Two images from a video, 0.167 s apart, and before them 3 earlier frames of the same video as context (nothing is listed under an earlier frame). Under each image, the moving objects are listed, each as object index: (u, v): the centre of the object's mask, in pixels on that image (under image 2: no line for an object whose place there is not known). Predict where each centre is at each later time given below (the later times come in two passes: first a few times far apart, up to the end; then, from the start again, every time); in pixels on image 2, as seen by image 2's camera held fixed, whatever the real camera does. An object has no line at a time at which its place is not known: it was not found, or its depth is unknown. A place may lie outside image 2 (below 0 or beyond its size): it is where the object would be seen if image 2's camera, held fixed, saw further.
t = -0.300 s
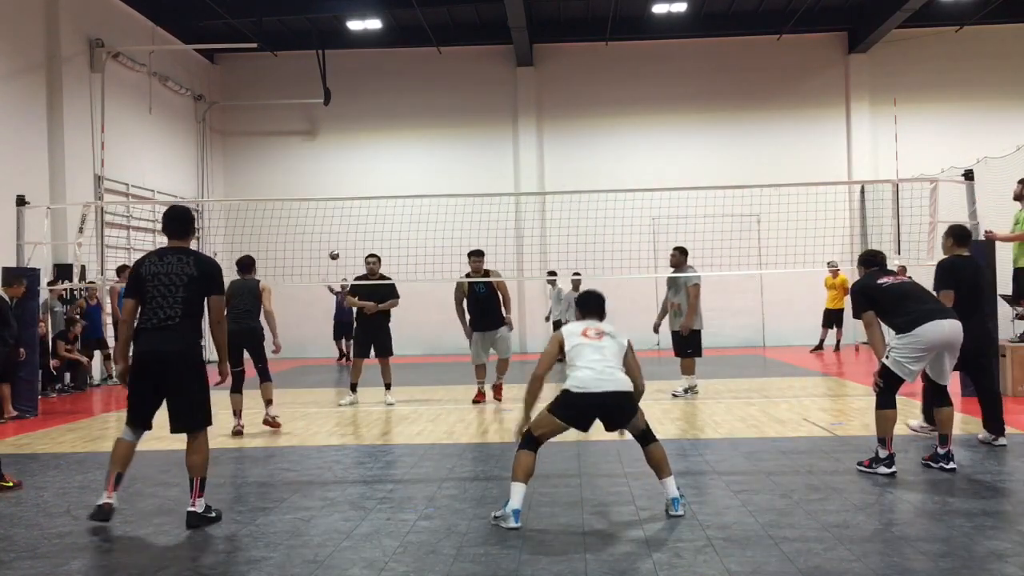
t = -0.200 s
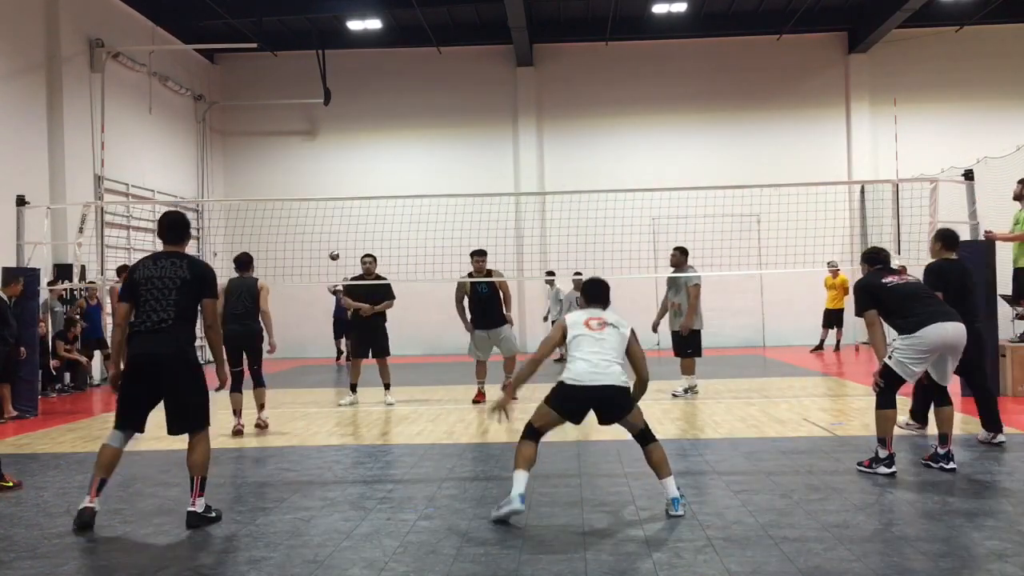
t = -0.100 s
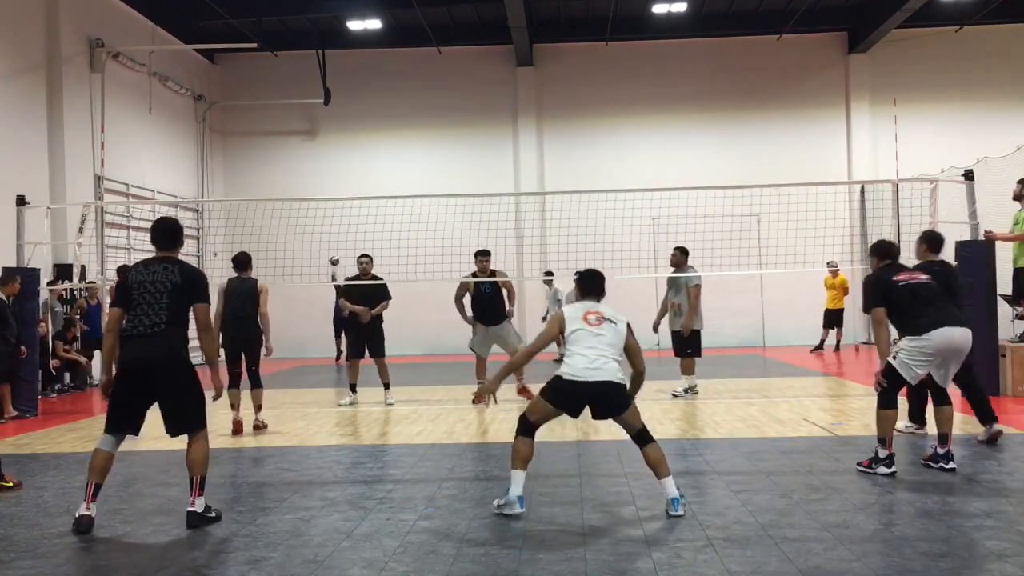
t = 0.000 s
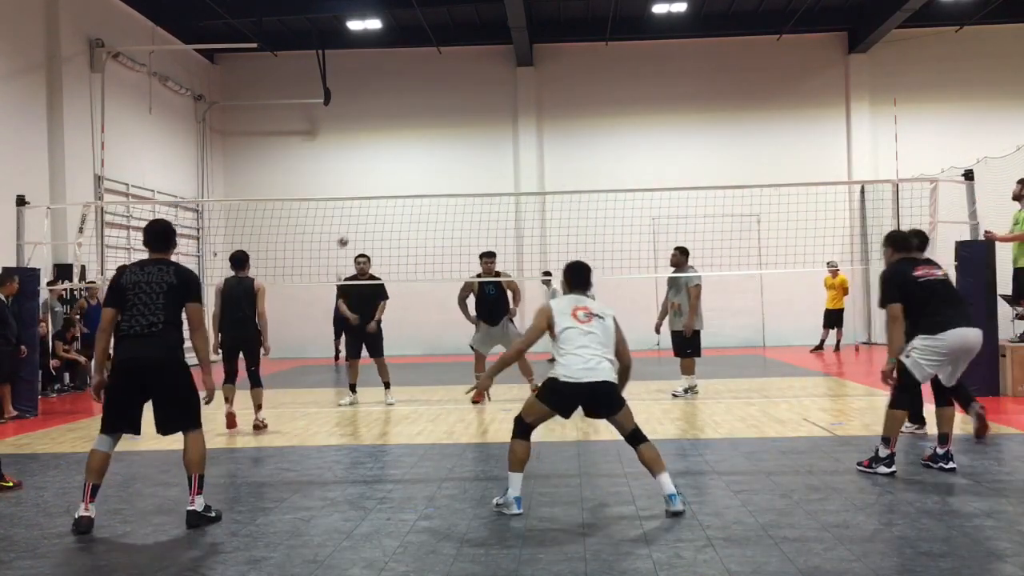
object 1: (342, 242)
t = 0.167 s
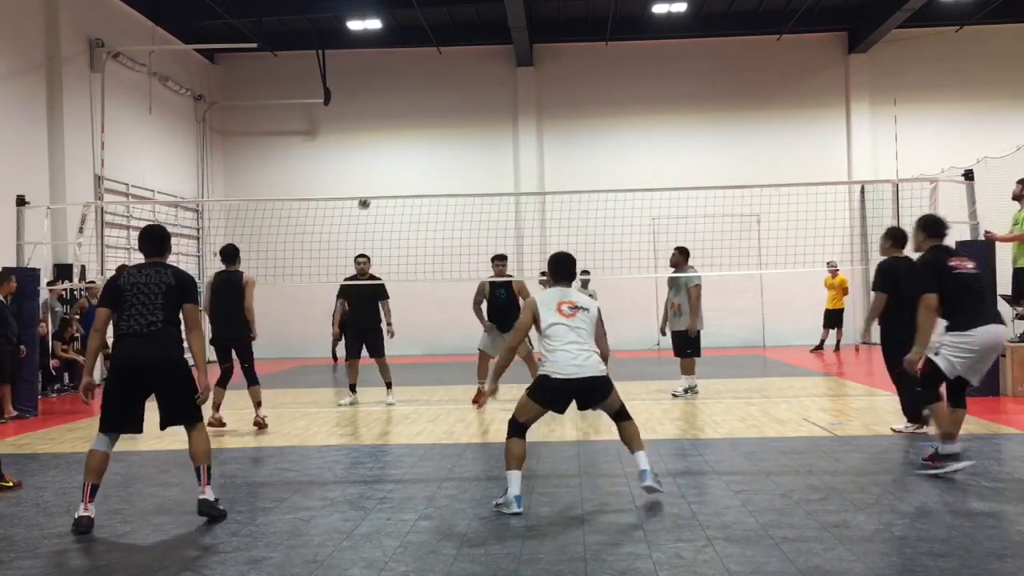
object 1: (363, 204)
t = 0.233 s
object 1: (374, 189)
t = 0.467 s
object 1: (424, 158)
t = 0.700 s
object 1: (503, 173)
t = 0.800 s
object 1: (554, 203)
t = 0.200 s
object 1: (368, 196)
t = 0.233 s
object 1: (374, 189)
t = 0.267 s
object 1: (379, 183)
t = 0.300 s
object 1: (385, 177)
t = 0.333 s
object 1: (392, 172)
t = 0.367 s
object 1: (399, 167)
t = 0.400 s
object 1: (407, 163)
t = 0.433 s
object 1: (415, 160)
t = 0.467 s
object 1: (424, 158)
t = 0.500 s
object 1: (434, 157)
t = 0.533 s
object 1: (444, 156)
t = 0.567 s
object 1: (454, 157)
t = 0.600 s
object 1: (466, 159)
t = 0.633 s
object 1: (478, 162)
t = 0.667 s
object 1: (490, 167)
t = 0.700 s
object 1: (503, 173)
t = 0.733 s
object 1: (518, 181)
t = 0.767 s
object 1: (536, 191)
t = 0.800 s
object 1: (554, 203)
